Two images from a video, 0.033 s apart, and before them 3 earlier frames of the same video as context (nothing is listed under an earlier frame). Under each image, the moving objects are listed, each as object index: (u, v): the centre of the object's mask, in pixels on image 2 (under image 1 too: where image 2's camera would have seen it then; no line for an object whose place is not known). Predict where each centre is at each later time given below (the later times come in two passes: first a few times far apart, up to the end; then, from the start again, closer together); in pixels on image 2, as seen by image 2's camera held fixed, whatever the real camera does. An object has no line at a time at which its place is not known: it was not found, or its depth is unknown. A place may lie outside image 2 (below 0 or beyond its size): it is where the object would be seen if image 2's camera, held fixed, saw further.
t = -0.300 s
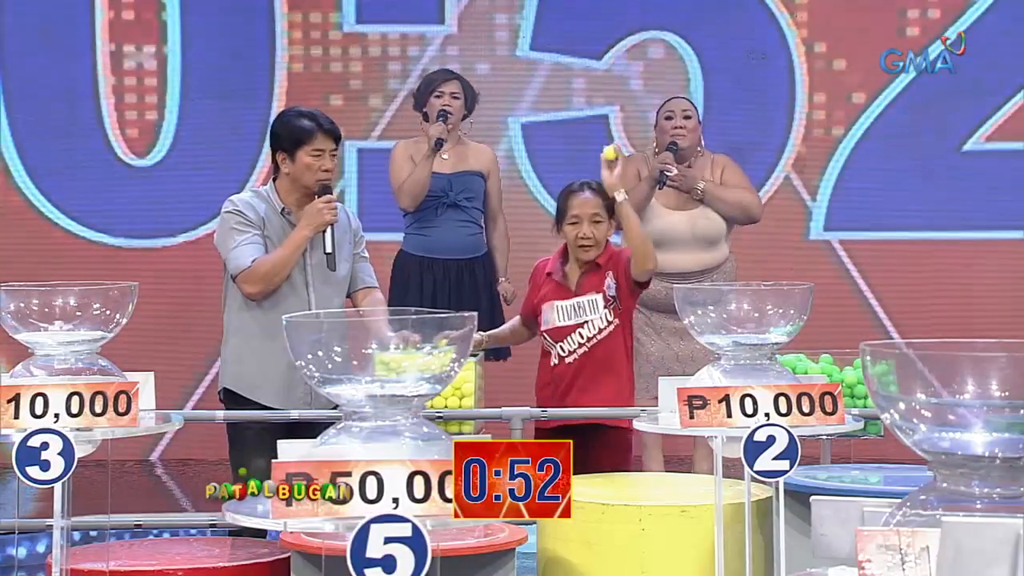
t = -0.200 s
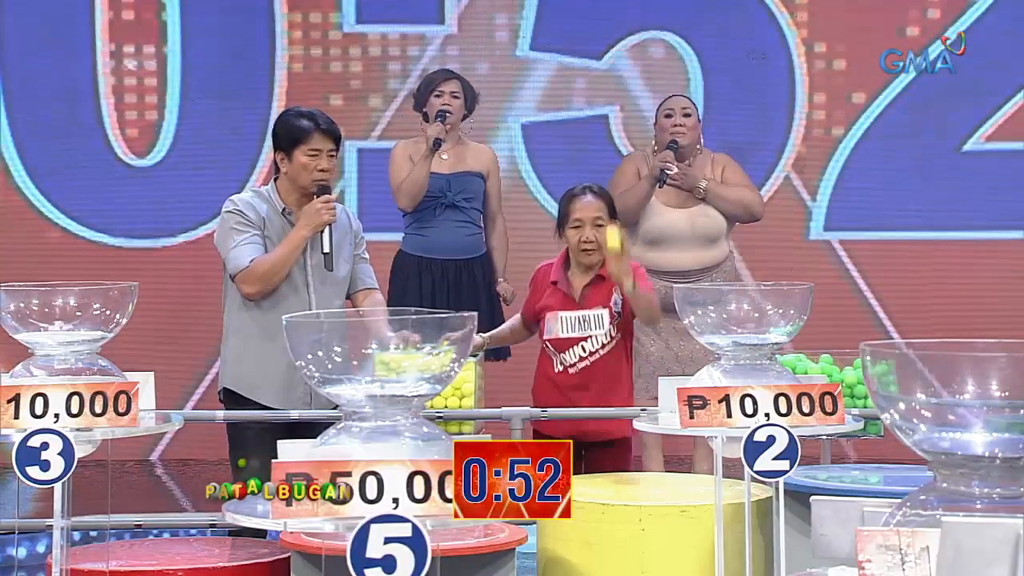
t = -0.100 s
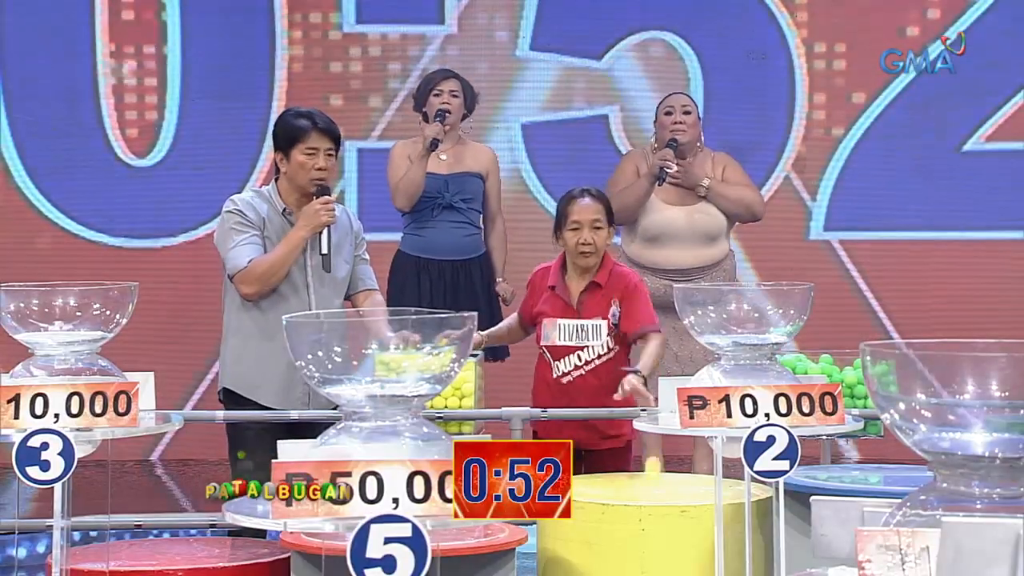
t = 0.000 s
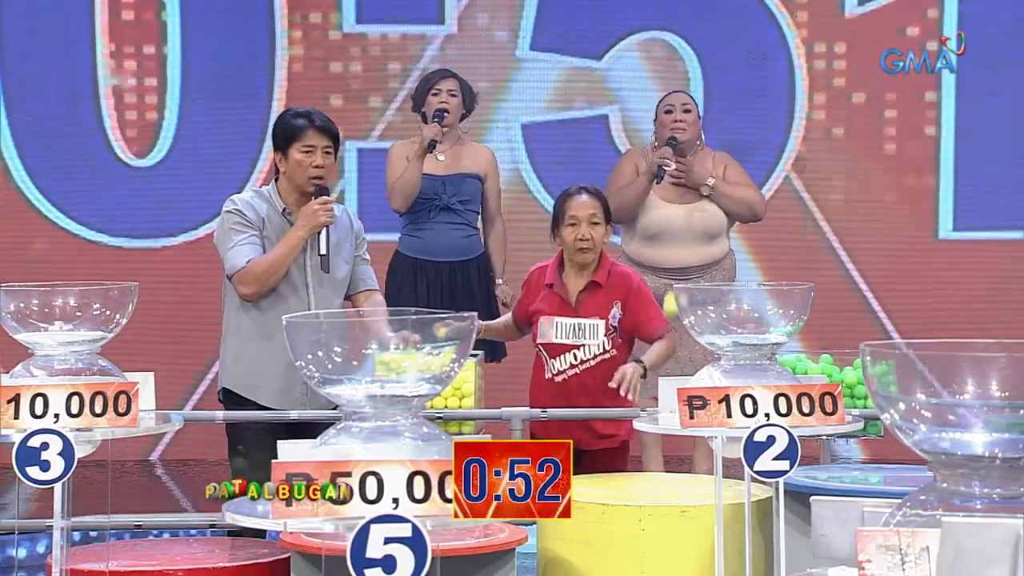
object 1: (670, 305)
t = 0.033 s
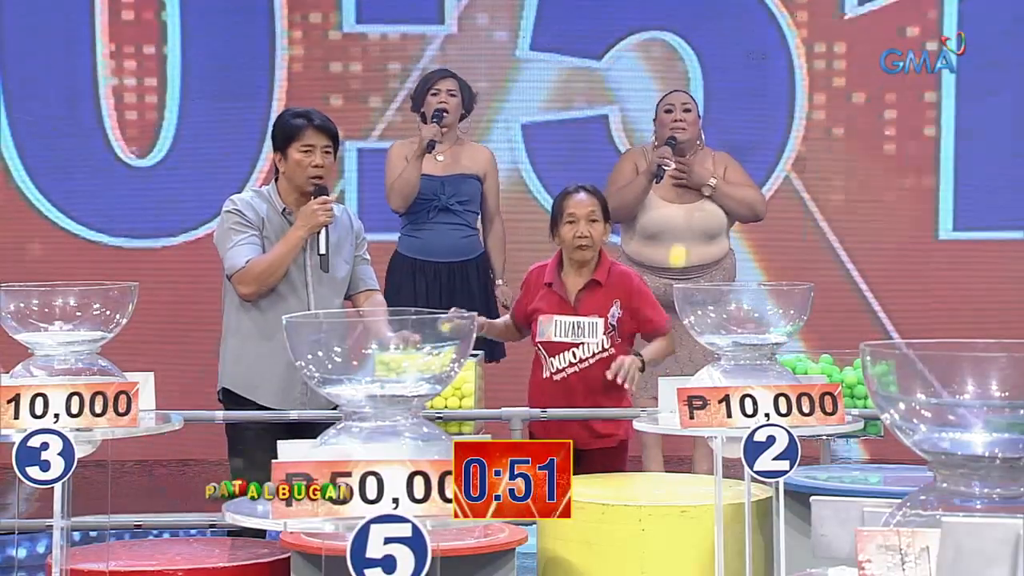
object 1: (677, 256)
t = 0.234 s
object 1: (713, 62)
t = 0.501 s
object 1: (762, 81)
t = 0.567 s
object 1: (775, 145)
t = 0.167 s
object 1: (701, 109)
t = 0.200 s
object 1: (708, 82)
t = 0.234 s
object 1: (713, 62)
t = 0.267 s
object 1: (719, 45)
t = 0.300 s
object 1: (726, 33)
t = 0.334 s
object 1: (732, 27)
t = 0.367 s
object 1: (738, 26)
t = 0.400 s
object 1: (744, 31)
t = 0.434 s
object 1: (750, 42)
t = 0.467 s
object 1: (756, 58)
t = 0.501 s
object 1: (762, 81)
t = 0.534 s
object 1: (769, 110)
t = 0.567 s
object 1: (775, 145)
